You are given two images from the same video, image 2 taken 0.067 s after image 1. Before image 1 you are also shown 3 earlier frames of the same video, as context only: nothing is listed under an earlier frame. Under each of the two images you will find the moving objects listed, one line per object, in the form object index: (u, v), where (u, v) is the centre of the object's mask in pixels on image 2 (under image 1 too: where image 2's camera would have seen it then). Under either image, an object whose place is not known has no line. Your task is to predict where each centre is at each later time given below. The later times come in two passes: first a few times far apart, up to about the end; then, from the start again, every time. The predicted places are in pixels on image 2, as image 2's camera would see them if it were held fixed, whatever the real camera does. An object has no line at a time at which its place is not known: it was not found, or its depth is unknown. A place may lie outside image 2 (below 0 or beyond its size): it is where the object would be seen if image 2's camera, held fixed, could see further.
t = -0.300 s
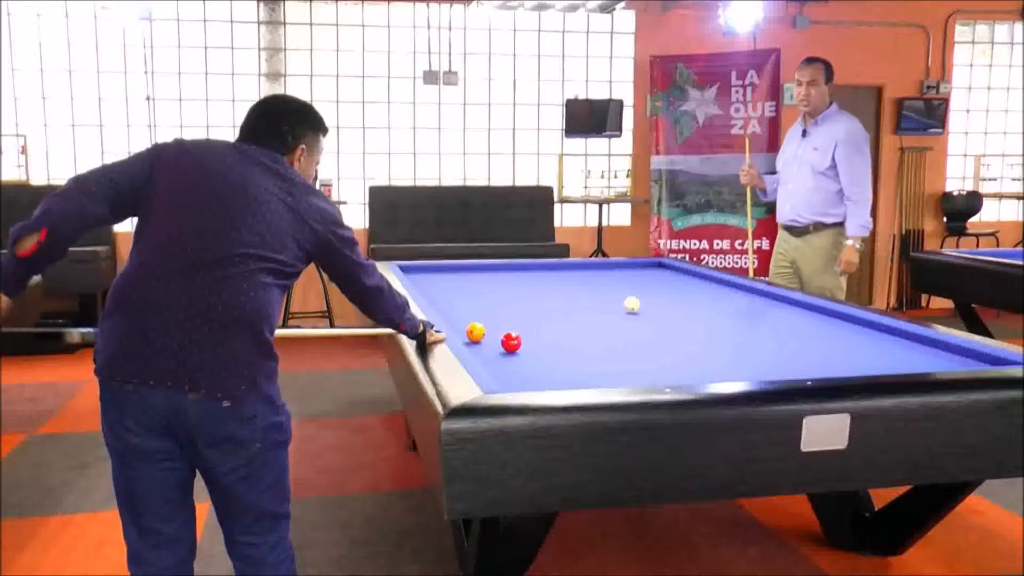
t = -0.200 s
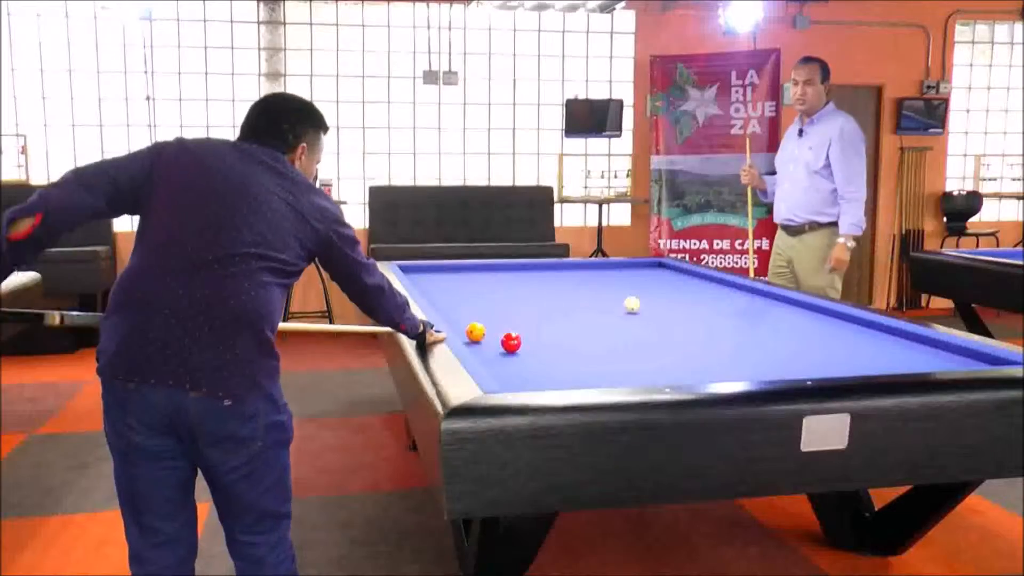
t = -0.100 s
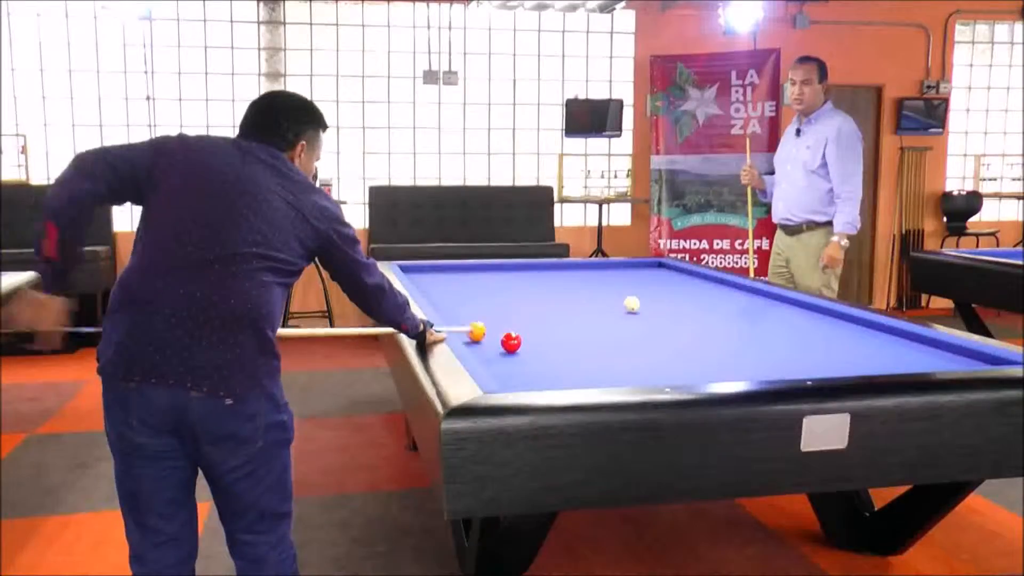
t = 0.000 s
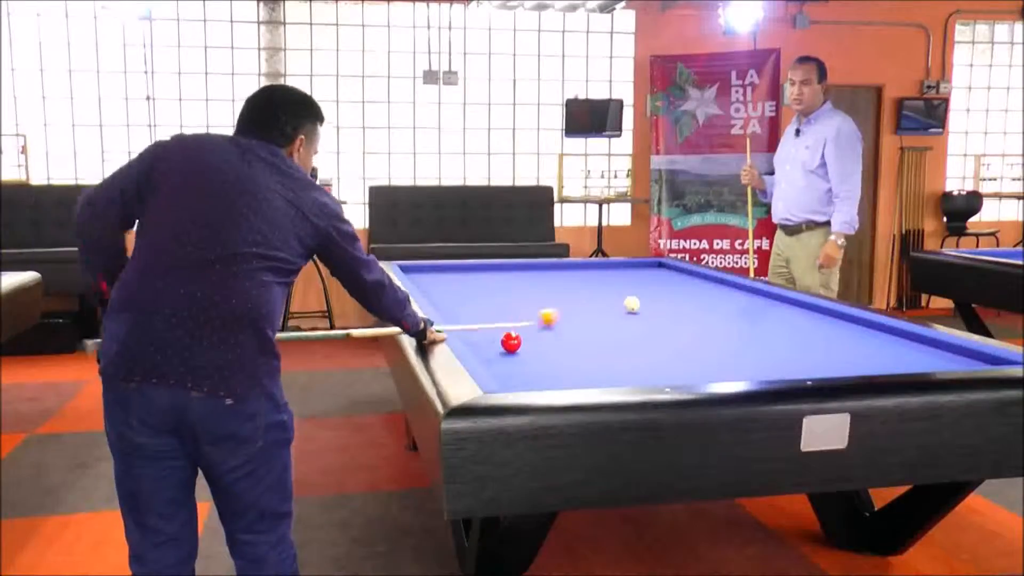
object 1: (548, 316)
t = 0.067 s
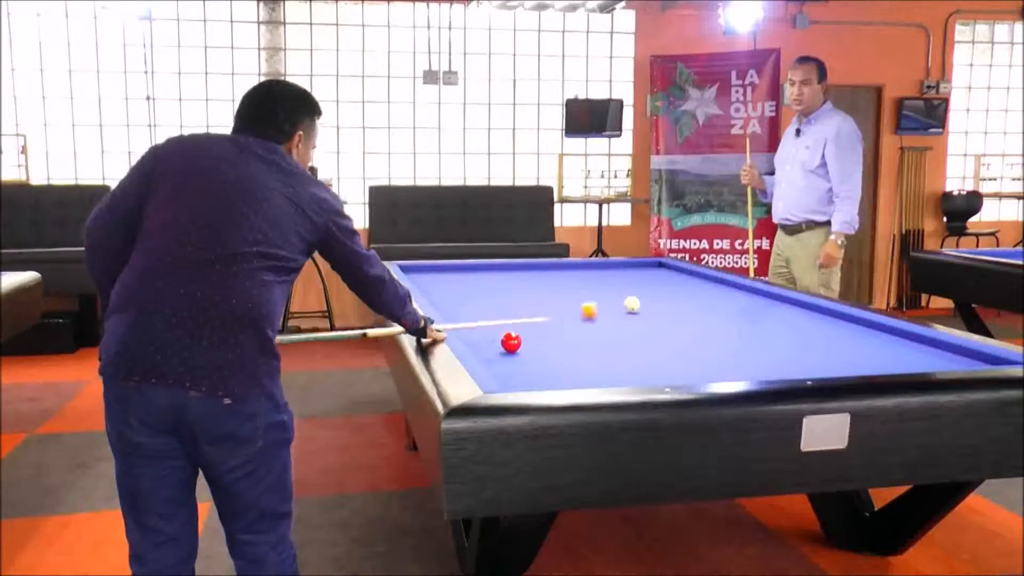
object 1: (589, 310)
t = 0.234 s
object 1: (603, 299)
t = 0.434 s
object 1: (595, 290)
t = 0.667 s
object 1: (599, 280)
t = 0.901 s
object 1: (603, 271)
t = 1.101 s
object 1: (605, 265)
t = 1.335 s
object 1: (641, 265)
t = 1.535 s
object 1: (674, 268)
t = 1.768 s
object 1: (667, 273)
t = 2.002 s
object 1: (660, 278)
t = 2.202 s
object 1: (655, 283)
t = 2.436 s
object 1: (647, 288)
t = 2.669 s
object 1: (639, 295)
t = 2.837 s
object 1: (633, 300)
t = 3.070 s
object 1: (623, 307)
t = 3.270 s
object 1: (615, 314)
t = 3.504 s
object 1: (603, 322)
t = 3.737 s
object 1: (591, 332)
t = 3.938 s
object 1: (578, 341)
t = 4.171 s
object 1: (563, 352)
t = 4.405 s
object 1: (546, 364)
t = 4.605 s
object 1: (530, 376)
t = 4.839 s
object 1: (515, 383)
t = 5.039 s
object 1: (517, 380)
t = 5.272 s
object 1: (517, 377)
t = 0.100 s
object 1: (607, 307)
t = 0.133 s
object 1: (615, 304)
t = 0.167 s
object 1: (610, 303)
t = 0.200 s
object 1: (606, 301)
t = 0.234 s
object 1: (603, 299)
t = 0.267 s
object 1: (600, 298)
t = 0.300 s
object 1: (598, 296)
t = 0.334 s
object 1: (596, 294)
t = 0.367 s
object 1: (595, 293)
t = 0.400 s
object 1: (595, 291)
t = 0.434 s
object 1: (595, 290)
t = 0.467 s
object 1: (595, 288)
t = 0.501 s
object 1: (596, 287)
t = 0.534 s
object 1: (597, 285)
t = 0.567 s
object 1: (597, 284)
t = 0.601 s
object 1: (598, 282)
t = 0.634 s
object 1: (599, 281)
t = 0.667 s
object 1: (599, 280)
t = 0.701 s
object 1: (600, 278)
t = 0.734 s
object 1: (600, 277)
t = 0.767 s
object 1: (600, 276)
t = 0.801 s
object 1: (601, 275)
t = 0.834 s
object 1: (602, 274)
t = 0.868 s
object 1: (602, 273)
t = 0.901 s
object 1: (603, 271)
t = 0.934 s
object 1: (603, 270)
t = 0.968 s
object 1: (603, 269)
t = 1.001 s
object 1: (604, 268)
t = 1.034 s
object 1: (604, 267)
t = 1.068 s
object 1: (605, 266)
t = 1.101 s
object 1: (605, 265)
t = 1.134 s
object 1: (605, 264)
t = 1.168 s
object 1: (606, 264)
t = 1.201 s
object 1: (612, 263)
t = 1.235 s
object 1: (619, 263)
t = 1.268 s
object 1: (627, 264)
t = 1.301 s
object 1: (634, 265)
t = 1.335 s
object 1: (641, 265)
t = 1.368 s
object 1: (649, 266)
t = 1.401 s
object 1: (656, 266)
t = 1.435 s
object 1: (663, 267)
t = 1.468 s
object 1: (669, 267)
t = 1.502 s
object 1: (675, 268)
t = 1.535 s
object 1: (674, 268)
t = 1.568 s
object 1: (673, 269)
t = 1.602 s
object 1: (671, 270)
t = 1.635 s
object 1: (670, 270)
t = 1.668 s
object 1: (669, 271)
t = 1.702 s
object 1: (669, 272)
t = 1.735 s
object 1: (668, 272)
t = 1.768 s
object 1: (667, 273)
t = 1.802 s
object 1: (666, 274)
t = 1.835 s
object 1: (665, 274)
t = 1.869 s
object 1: (664, 275)
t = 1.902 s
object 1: (663, 276)
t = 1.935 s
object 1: (663, 276)
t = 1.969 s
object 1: (662, 277)
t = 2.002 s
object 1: (660, 278)
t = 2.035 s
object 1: (660, 279)
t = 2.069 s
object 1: (659, 279)
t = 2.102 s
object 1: (658, 280)
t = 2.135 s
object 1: (657, 281)
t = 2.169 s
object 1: (656, 282)
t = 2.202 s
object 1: (655, 283)
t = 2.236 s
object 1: (654, 283)
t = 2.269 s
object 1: (653, 284)
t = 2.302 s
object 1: (651, 285)
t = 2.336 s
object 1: (650, 286)
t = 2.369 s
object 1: (649, 287)
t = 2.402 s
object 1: (648, 288)
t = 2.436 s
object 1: (647, 288)
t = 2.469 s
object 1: (646, 289)
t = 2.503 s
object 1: (645, 290)
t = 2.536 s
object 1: (644, 291)
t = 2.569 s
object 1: (642, 292)
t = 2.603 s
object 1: (641, 293)
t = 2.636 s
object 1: (641, 294)
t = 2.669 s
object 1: (639, 295)
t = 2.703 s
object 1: (638, 296)
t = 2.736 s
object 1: (637, 297)
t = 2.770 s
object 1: (636, 298)
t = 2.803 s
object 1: (634, 298)
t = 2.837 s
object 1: (633, 300)
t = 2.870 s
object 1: (632, 300)
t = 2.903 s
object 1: (630, 301)
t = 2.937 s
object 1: (629, 303)
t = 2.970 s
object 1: (627, 304)
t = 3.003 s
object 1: (626, 305)
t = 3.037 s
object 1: (625, 306)
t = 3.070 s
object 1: (623, 307)
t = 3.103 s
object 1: (622, 308)
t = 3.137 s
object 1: (620, 309)
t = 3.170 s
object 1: (619, 310)
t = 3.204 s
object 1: (618, 311)
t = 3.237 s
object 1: (616, 313)
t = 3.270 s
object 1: (615, 314)
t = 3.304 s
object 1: (613, 315)
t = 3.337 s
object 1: (611, 316)
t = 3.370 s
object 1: (610, 317)
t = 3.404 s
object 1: (608, 318)
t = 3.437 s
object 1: (606, 320)
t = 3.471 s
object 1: (605, 321)
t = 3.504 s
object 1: (603, 322)
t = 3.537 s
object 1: (601, 324)
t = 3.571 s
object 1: (600, 325)
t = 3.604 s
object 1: (598, 326)
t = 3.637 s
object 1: (596, 327)
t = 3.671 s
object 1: (594, 329)
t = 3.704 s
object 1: (593, 330)
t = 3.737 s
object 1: (591, 332)
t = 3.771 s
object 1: (589, 333)
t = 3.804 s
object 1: (586, 334)
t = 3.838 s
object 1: (584, 336)
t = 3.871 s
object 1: (583, 337)
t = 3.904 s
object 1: (580, 339)
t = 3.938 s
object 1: (578, 341)
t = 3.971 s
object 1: (576, 342)
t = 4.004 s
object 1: (574, 344)
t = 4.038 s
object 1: (572, 345)
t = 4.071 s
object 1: (570, 347)
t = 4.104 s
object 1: (568, 348)
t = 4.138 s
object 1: (565, 350)
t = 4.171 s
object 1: (563, 352)
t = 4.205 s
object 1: (561, 353)
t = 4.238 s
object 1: (559, 355)
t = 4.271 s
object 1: (556, 357)
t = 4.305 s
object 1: (554, 359)
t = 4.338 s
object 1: (551, 360)
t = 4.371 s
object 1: (549, 362)
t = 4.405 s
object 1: (546, 364)
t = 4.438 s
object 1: (543, 366)
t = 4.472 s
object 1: (541, 368)
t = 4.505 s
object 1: (538, 370)
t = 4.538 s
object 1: (535, 372)
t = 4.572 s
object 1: (532, 374)
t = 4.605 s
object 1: (530, 376)
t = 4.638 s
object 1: (527, 377)
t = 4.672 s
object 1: (524, 378)
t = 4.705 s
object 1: (520, 380)
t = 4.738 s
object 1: (517, 381)
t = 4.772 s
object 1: (514, 382)
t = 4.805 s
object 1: (513, 383)
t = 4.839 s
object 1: (515, 383)
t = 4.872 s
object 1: (516, 382)
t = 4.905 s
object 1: (516, 382)
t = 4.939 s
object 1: (516, 381)
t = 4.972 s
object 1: (517, 381)
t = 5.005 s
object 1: (517, 380)
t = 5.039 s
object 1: (517, 380)
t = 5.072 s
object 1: (517, 380)
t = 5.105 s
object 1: (517, 379)
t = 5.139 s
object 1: (517, 379)
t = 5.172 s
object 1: (517, 378)
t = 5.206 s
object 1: (517, 378)
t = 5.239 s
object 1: (517, 377)
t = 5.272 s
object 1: (517, 377)
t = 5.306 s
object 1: (517, 376)
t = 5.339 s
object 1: (518, 376)
